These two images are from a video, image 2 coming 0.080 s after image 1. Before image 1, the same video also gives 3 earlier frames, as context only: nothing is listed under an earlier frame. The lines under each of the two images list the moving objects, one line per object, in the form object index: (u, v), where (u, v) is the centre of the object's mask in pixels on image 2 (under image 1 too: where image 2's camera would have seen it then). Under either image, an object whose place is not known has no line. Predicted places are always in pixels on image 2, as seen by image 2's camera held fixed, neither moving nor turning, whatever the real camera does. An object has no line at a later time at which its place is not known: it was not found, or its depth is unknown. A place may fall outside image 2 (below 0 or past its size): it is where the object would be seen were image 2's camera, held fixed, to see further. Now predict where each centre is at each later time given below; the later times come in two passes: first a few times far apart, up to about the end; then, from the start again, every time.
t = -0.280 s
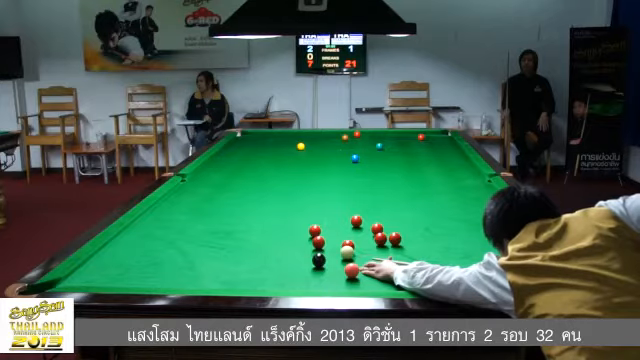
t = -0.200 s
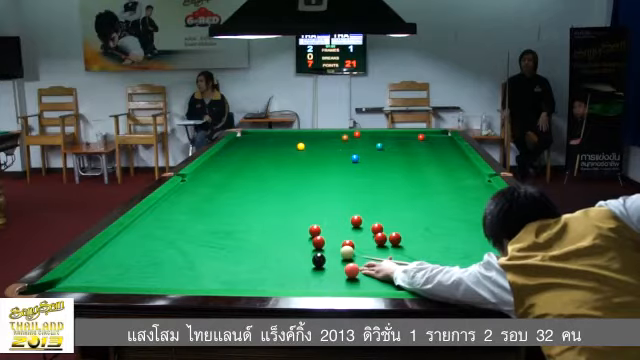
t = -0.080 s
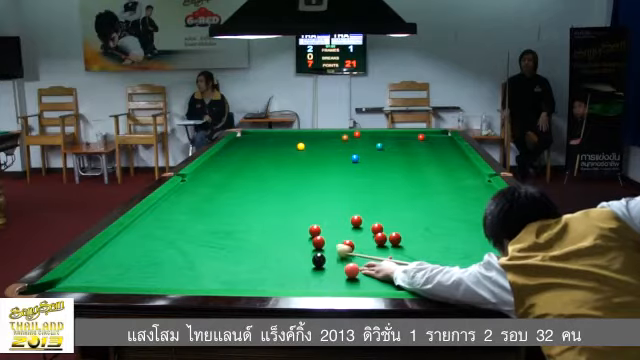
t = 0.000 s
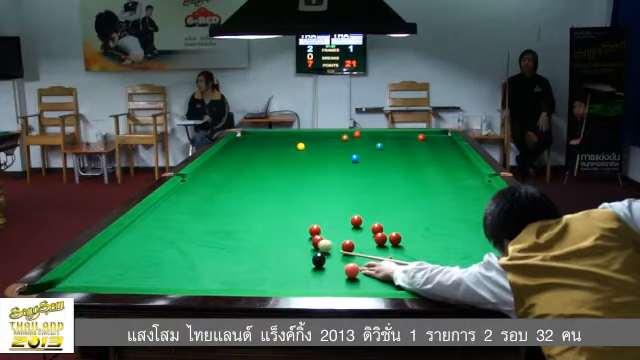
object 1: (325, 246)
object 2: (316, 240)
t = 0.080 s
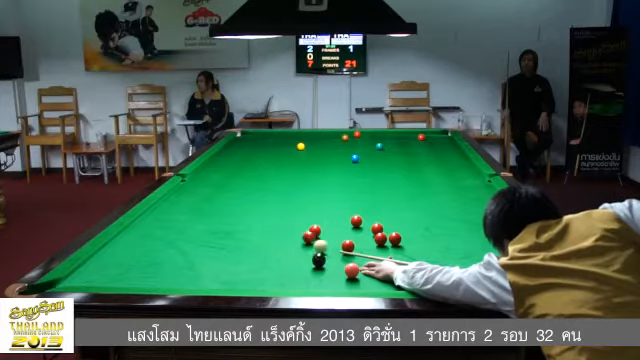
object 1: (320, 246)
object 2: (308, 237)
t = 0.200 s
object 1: (313, 246)
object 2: (297, 231)
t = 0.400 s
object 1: (304, 247)
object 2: (281, 223)
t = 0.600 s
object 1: (296, 248)
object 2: (266, 216)
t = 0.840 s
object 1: (287, 249)
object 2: (251, 209)
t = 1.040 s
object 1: (281, 250)
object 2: (239, 203)
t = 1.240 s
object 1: (275, 250)
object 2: (229, 197)
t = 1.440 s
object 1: (271, 250)
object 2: (219, 193)
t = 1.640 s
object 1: (267, 251)
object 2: (211, 189)
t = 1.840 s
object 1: (265, 251)
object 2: (203, 185)
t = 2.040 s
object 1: (263, 251)
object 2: (197, 181)
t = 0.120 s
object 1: (319, 246)
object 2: (304, 234)
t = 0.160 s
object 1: (317, 246)
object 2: (300, 233)
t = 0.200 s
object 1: (313, 246)
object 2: (297, 231)
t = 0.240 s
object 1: (312, 247)
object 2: (294, 229)
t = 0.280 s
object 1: (310, 247)
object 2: (290, 228)
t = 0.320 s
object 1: (308, 247)
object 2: (287, 227)
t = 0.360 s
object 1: (306, 247)
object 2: (283, 225)
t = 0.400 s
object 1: (304, 247)
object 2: (281, 223)
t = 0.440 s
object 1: (303, 248)
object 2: (278, 222)
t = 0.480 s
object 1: (301, 248)
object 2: (275, 220)
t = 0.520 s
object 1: (299, 248)
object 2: (272, 219)
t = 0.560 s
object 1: (298, 248)
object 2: (269, 218)
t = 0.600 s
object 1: (296, 248)
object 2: (266, 216)
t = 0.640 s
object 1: (294, 248)
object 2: (263, 215)
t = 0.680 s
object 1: (293, 249)
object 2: (261, 213)
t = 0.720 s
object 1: (292, 249)
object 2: (258, 212)
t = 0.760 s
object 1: (290, 249)
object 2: (255, 211)
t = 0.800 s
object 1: (289, 249)
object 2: (253, 210)
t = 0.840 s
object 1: (287, 249)
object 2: (251, 209)
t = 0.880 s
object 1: (286, 249)
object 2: (249, 207)
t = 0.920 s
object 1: (284, 249)
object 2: (246, 206)
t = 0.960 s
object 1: (283, 249)
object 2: (244, 205)
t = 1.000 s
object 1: (282, 250)
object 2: (241, 204)
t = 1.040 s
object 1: (281, 250)
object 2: (239, 203)
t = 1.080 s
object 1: (280, 250)
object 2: (237, 202)
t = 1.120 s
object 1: (278, 250)
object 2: (235, 201)
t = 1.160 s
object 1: (277, 250)
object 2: (233, 199)
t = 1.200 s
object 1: (276, 250)
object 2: (231, 198)
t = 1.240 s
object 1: (275, 250)
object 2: (229, 197)
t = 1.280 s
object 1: (274, 250)
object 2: (227, 197)
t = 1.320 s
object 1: (273, 250)
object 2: (225, 196)
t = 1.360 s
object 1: (272, 250)
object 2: (223, 195)
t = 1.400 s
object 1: (271, 250)
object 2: (221, 194)
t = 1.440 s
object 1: (271, 250)
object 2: (219, 193)
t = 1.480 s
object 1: (270, 251)
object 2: (218, 192)
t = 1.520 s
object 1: (269, 251)
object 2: (216, 191)
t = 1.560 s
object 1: (268, 251)
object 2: (215, 190)
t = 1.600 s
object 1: (268, 251)
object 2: (213, 190)
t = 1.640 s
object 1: (267, 251)
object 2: (211, 189)
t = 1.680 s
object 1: (266, 251)
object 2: (210, 188)
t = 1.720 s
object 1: (266, 251)
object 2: (208, 187)
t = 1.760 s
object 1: (265, 251)
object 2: (207, 187)
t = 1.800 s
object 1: (265, 251)
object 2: (205, 186)
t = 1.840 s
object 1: (265, 251)
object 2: (203, 185)
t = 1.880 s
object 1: (264, 251)
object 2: (202, 184)
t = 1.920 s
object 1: (263, 251)
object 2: (200, 184)
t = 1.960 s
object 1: (263, 251)
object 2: (199, 183)
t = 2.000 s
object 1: (263, 251)
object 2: (198, 182)
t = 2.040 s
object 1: (263, 251)
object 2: (197, 181)
